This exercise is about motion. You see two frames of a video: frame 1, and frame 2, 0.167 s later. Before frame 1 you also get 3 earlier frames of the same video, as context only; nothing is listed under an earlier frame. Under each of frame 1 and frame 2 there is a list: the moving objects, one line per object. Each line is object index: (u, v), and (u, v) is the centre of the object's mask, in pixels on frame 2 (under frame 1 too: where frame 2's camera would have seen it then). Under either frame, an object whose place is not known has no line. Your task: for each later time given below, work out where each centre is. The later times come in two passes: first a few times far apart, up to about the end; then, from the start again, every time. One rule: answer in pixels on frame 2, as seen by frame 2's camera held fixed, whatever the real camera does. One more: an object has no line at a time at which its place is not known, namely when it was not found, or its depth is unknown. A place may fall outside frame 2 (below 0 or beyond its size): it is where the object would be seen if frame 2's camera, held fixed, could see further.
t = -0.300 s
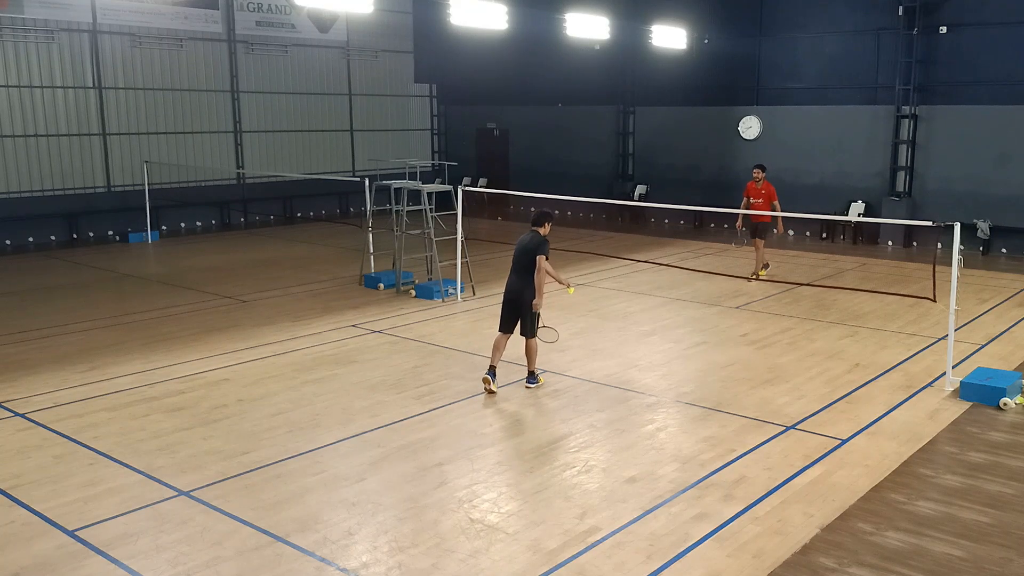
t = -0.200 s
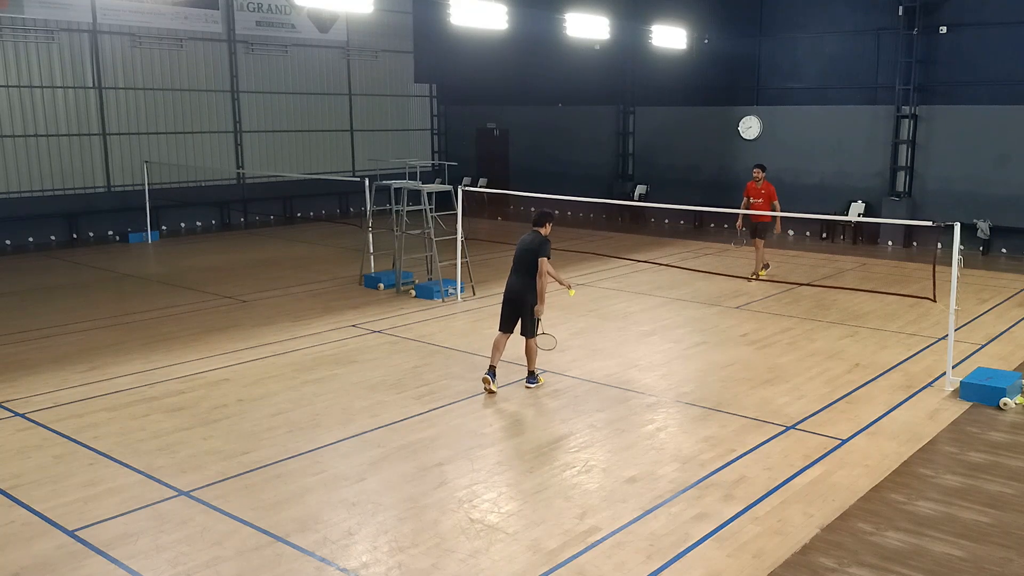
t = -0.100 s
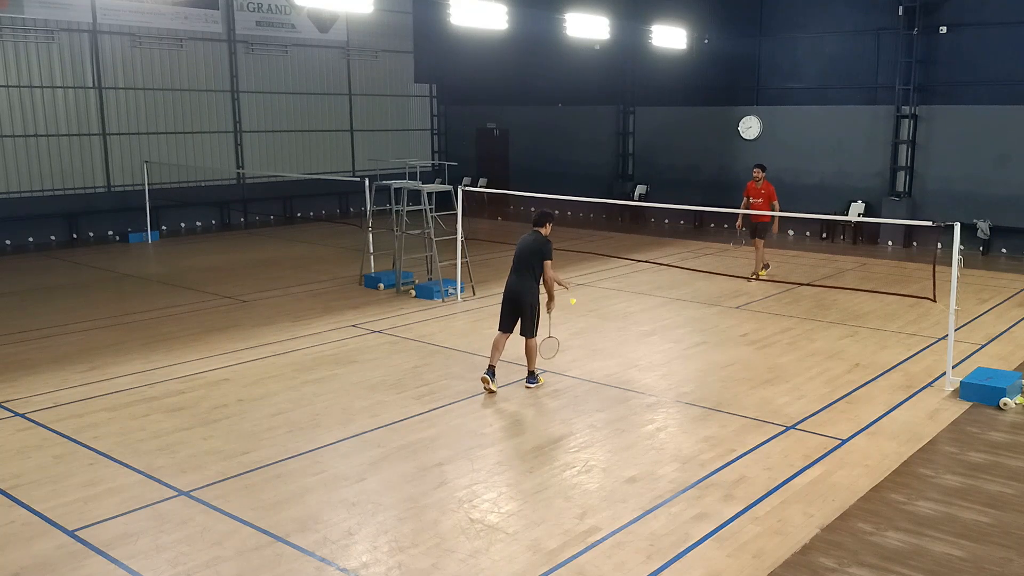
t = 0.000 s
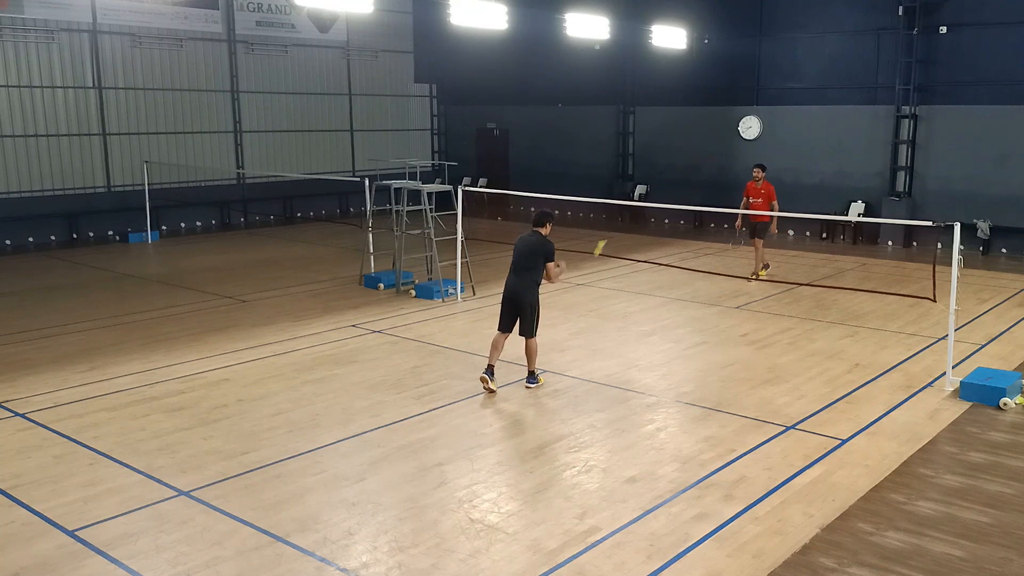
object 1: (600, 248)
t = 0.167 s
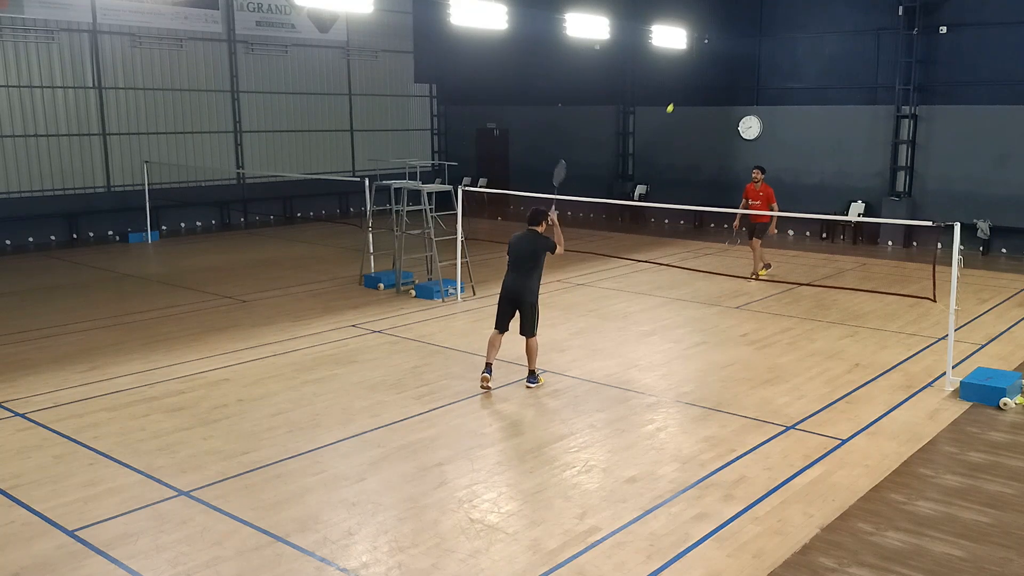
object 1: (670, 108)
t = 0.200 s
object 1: (678, 93)
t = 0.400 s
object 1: (718, 40)
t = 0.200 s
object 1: (678, 93)
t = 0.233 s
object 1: (687, 79)
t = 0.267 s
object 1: (694, 68)
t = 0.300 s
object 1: (700, 59)
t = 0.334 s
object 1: (706, 51)
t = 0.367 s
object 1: (712, 45)
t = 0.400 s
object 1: (718, 40)
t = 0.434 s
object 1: (722, 37)
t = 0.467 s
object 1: (727, 34)
